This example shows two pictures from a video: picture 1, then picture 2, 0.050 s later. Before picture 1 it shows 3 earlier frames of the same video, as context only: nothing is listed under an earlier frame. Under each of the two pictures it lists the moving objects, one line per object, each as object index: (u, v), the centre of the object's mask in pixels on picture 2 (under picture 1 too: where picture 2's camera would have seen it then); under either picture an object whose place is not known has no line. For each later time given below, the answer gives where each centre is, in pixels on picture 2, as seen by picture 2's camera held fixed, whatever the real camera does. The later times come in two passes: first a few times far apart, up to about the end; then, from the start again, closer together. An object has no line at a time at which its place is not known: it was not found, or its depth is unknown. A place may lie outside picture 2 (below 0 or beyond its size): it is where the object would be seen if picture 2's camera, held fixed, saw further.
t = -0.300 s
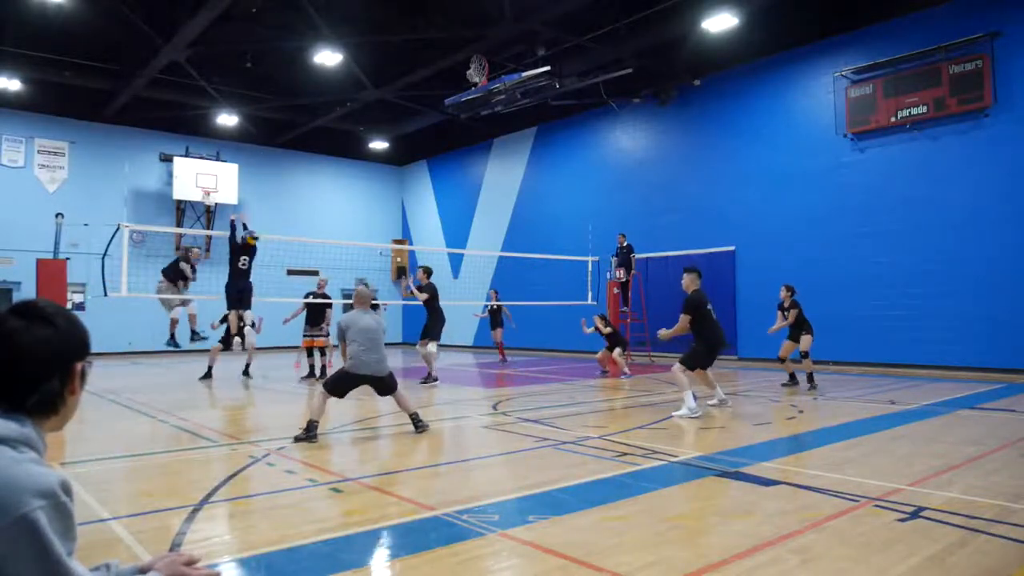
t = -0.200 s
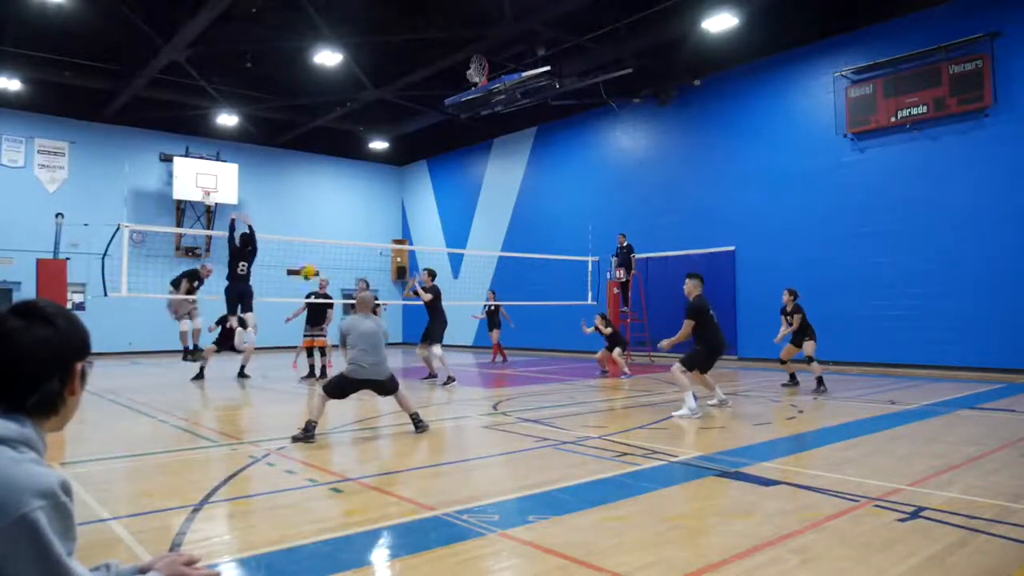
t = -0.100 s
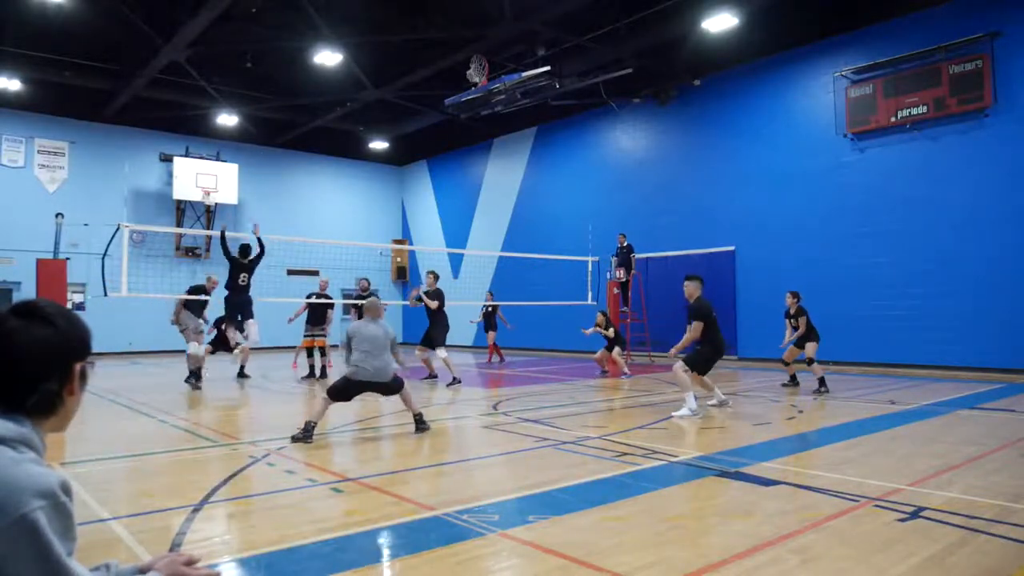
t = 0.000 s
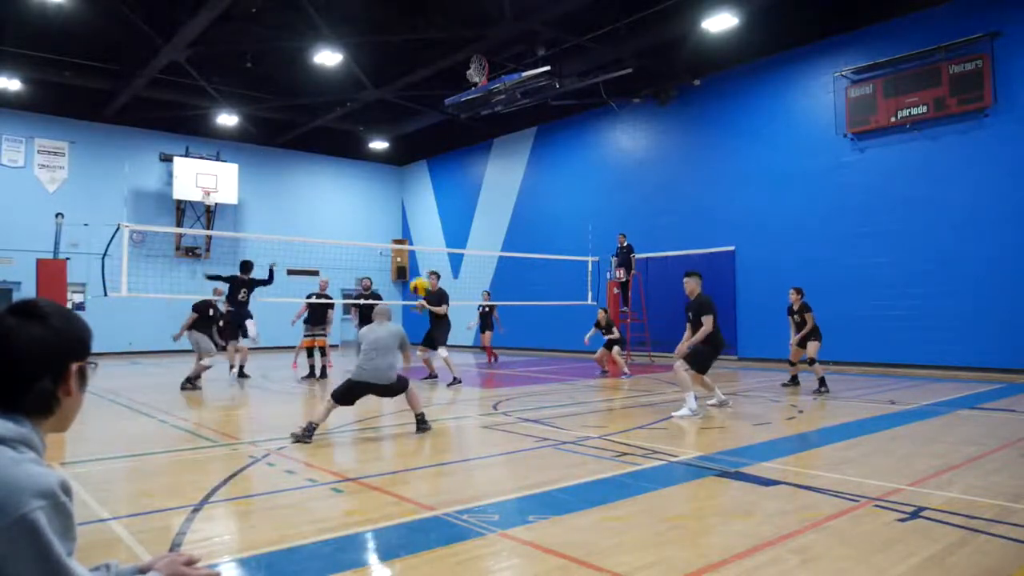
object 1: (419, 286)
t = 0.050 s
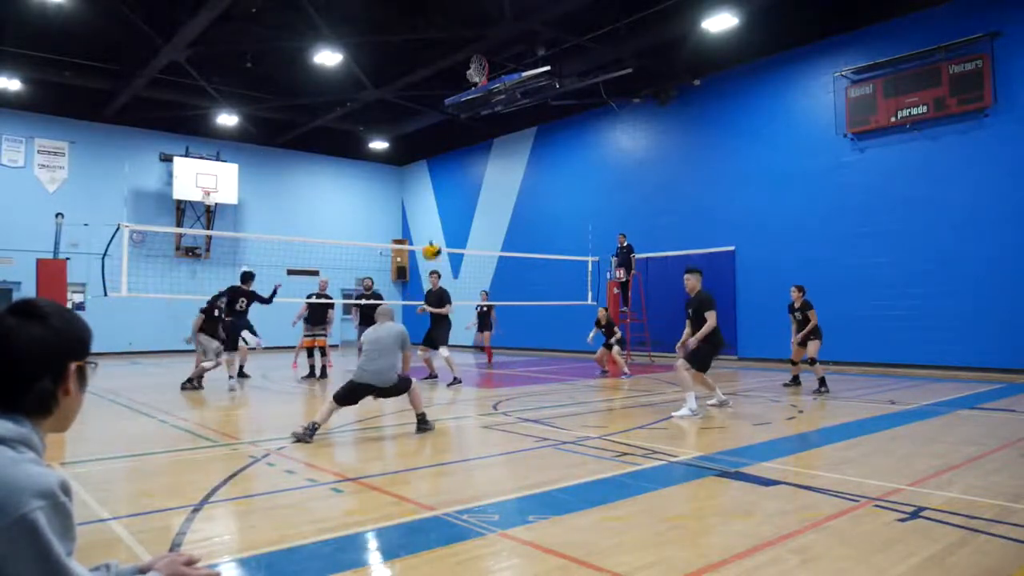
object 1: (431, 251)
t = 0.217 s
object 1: (466, 159)
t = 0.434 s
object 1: (507, 92)
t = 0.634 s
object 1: (537, 69)
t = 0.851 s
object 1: (567, 80)
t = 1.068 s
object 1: (594, 119)
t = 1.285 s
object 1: (616, 182)
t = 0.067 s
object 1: (435, 239)
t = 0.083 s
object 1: (439, 228)
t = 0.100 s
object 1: (442, 218)
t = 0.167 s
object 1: (456, 181)
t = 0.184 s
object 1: (459, 174)
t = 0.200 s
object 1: (463, 166)
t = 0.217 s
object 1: (466, 159)
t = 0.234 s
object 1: (469, 151)
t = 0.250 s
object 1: (473, 145)
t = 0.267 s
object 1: (476, 139)
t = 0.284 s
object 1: (479, 133)
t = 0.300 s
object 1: (482, 127)
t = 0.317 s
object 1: (485, 122)
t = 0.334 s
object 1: (488, 117)
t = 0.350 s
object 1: (491, 112)
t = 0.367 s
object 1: (495, 107)
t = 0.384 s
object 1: (497, 102)
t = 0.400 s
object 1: (500, 99)
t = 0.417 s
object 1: (504, 95)
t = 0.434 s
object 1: (507, 92)
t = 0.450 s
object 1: (508, 90)
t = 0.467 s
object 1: (511, 86)
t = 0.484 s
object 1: (514, 84)
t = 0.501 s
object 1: (516, 82)
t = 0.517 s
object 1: (519, 78)
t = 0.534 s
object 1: (522, 76)
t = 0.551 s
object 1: (524, 75)
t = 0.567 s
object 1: (527, 74)
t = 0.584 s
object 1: (530, 71)
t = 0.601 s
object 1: (532, 70)
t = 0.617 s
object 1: (535, 70)
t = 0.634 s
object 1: (537, 69)
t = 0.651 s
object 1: (539, 69)
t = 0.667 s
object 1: (543, 69)
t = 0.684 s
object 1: (545, 69)
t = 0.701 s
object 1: (547, 70)
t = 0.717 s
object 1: (549, 70)
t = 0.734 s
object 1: (552, 70)
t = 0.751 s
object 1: (554, 72)
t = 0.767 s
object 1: (556, 73)
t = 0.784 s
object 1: (559, 73)
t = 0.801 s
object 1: (561, 74)
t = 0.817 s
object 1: (563, 76)
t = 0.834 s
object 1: (565, 78)
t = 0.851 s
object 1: (567, 80)
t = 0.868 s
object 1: (569, 82)
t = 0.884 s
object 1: (572, 84)
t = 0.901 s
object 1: (574, 87)
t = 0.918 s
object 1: (576, 90)
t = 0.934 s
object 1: (578, 93)
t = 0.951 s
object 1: (580, 95)
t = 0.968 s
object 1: (582, 98)
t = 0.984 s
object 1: (584, 101)
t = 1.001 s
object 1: (586, 104)
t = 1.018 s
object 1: (588, 108)
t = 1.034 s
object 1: (590, 112)
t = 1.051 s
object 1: (592, 115)
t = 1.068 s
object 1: (594, 119)
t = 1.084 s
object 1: (595, 123)
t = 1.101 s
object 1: (597, 127)
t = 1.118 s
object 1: (599, 130)
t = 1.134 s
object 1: (602, 136)
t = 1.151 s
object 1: (603, 141)
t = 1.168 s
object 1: (605, 145)
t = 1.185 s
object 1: (607, 151)
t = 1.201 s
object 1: (608, 156)
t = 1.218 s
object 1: (610, 160)
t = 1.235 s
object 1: (612, 165)
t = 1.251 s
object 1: (613, 171)
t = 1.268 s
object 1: (615, 177)
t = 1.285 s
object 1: (616, 182)
